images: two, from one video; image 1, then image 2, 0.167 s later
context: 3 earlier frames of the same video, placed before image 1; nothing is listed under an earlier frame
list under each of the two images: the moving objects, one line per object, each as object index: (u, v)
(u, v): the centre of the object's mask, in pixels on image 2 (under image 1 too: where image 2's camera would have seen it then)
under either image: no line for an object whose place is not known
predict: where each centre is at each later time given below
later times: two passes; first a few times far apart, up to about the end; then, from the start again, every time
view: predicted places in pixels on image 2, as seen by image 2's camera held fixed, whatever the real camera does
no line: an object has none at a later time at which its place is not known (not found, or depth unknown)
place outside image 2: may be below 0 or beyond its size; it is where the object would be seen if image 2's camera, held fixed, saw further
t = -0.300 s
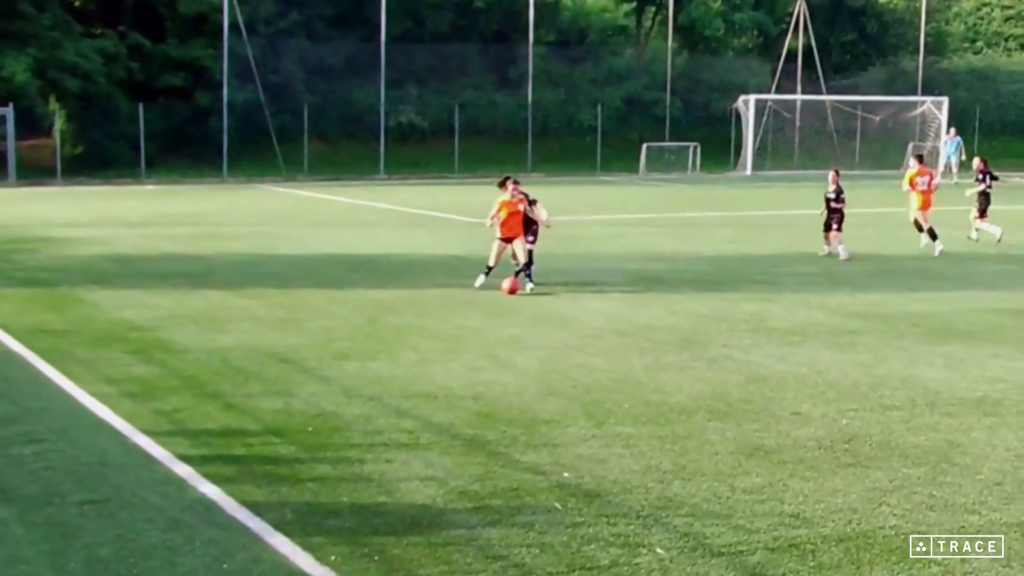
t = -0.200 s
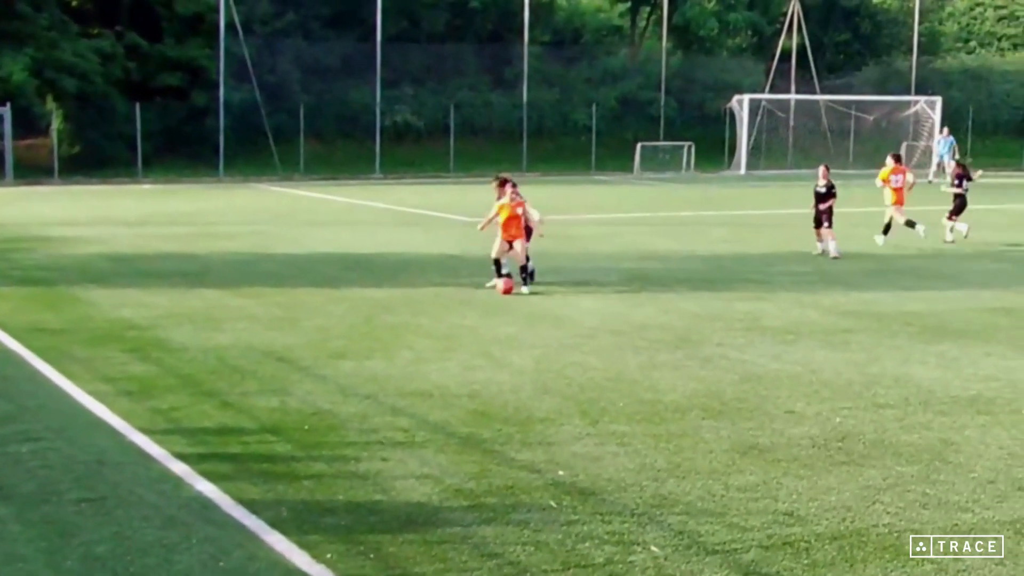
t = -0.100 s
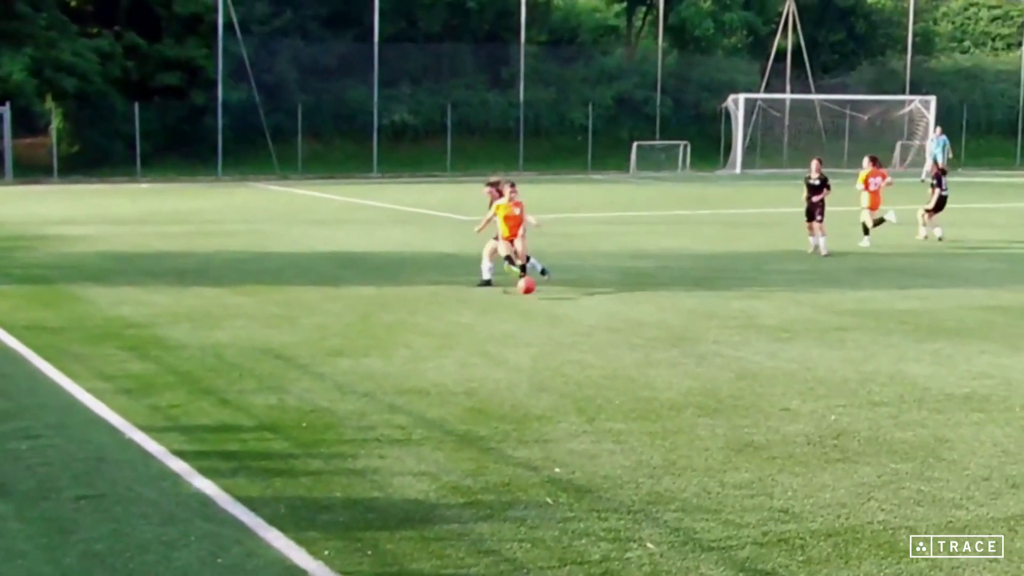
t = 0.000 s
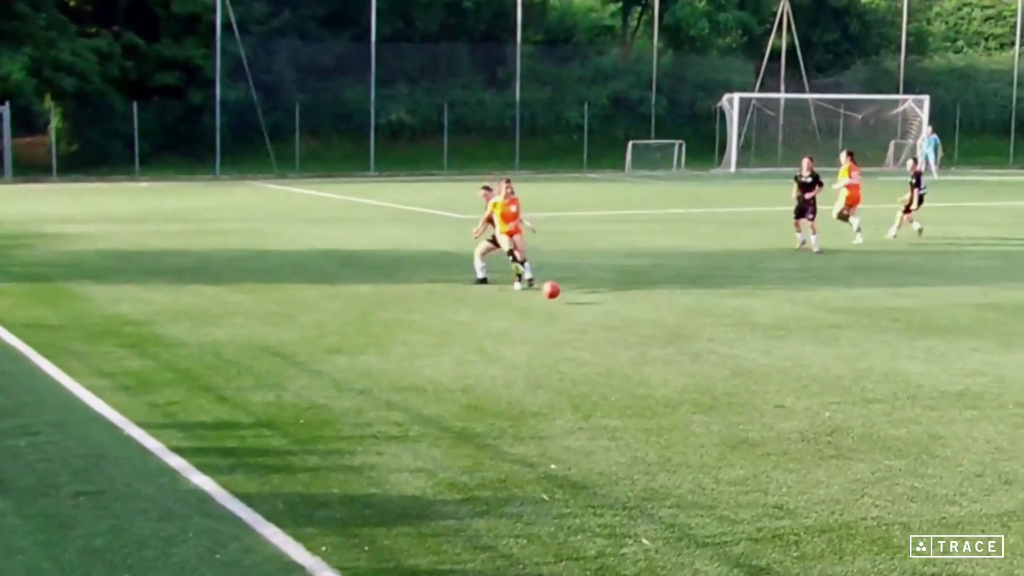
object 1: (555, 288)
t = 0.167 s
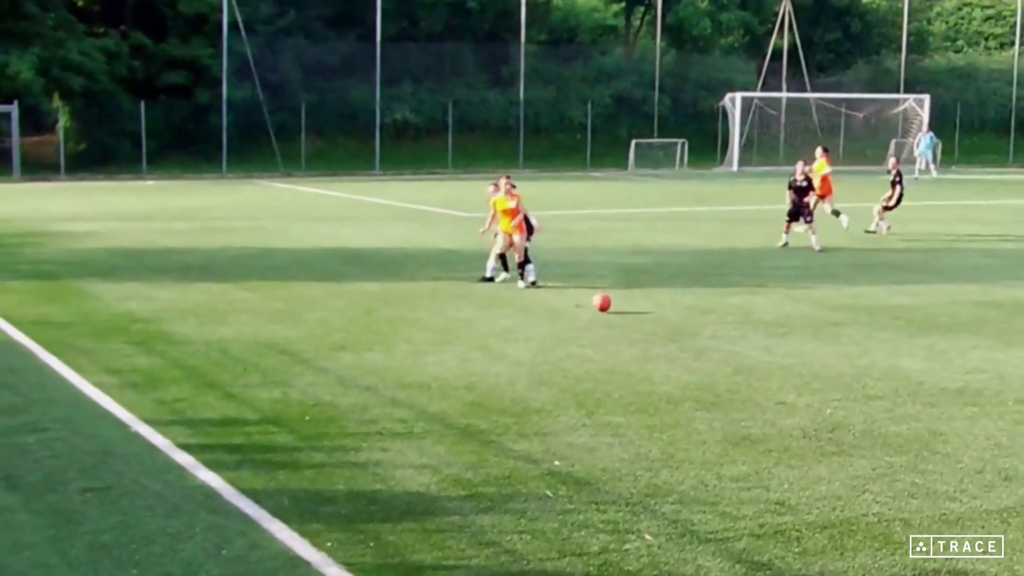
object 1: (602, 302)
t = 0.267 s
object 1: (629, 309)
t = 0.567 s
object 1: (713, 330)
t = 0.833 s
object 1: (795, 349)
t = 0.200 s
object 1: (612, 305)
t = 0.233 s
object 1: (621, 309)
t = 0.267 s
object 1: (629, 309)
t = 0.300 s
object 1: (638, 311)
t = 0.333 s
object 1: (647, 314)
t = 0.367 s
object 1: (656, 317)
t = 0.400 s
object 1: (666, 319)
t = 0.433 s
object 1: (675, 321)
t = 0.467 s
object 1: (684, 323)
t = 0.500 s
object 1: (693, 326)
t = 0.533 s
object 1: (703, 328)
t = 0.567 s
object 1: (713, 330)
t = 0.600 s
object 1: (722, 333)
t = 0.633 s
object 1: (732, 335)
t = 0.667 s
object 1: (742, 338)
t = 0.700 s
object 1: (753, 340)
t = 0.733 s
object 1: (763, 342)
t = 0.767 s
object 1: (774, 345)
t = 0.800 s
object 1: (784, 347)
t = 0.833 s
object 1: (795, 349)
